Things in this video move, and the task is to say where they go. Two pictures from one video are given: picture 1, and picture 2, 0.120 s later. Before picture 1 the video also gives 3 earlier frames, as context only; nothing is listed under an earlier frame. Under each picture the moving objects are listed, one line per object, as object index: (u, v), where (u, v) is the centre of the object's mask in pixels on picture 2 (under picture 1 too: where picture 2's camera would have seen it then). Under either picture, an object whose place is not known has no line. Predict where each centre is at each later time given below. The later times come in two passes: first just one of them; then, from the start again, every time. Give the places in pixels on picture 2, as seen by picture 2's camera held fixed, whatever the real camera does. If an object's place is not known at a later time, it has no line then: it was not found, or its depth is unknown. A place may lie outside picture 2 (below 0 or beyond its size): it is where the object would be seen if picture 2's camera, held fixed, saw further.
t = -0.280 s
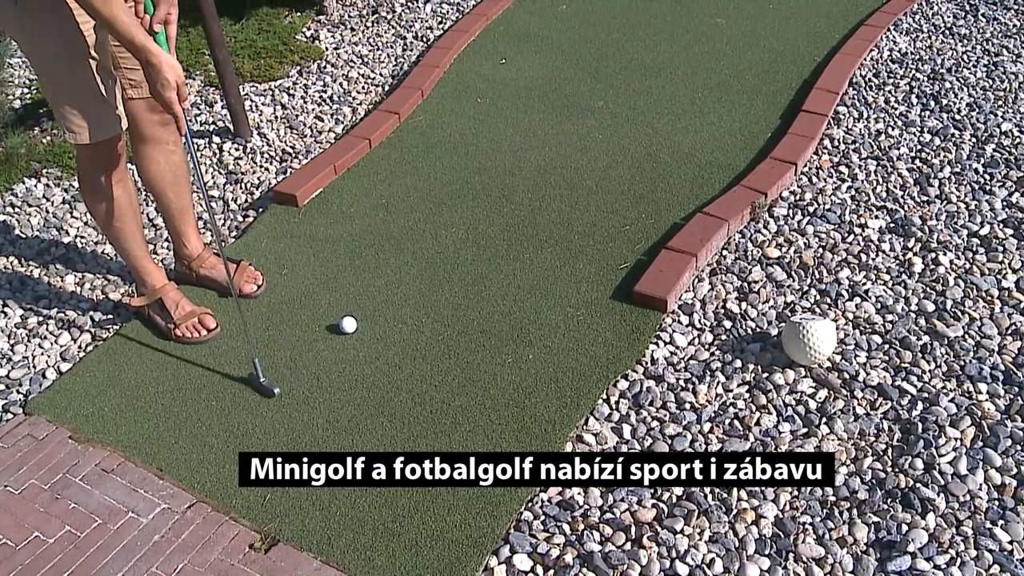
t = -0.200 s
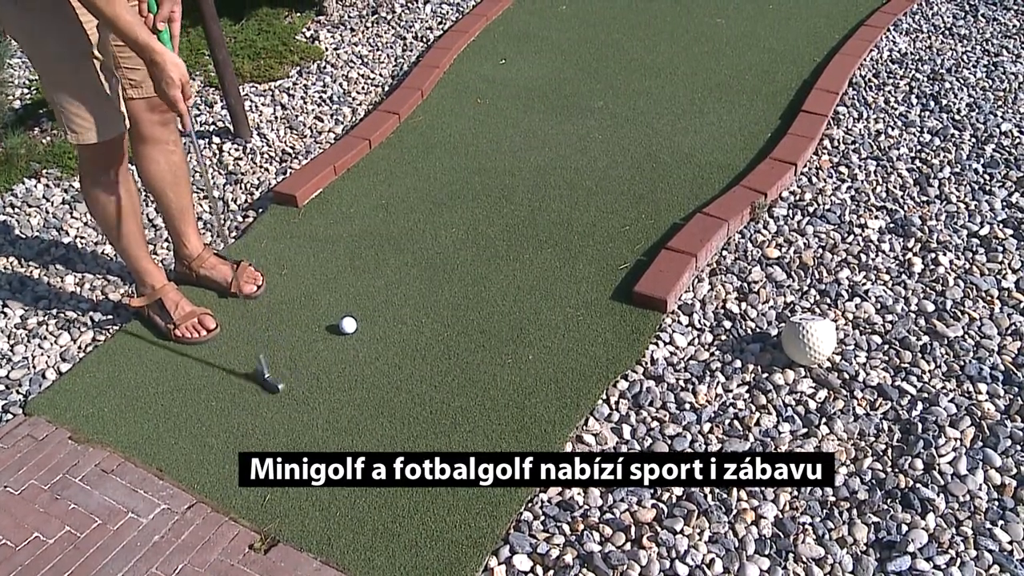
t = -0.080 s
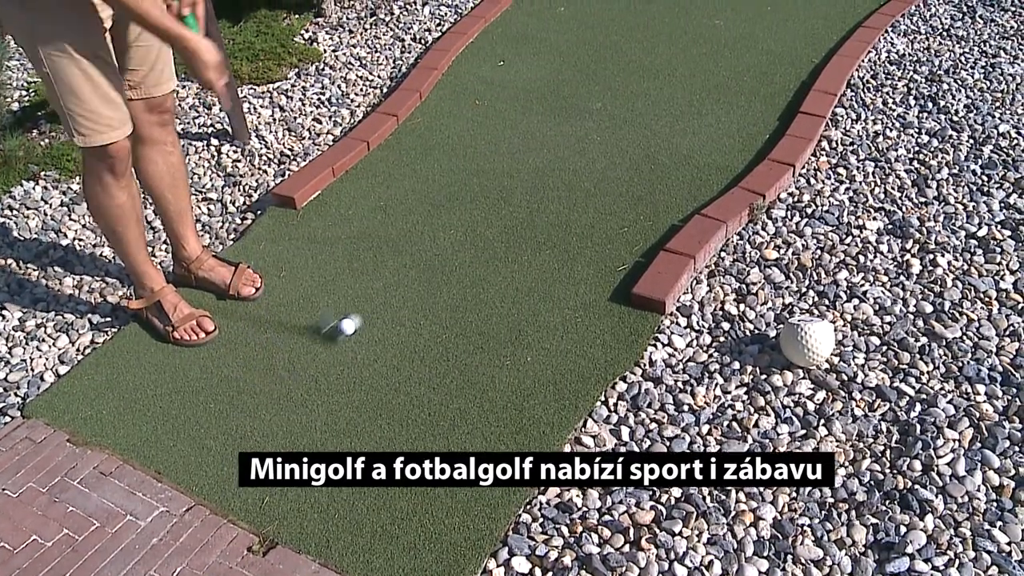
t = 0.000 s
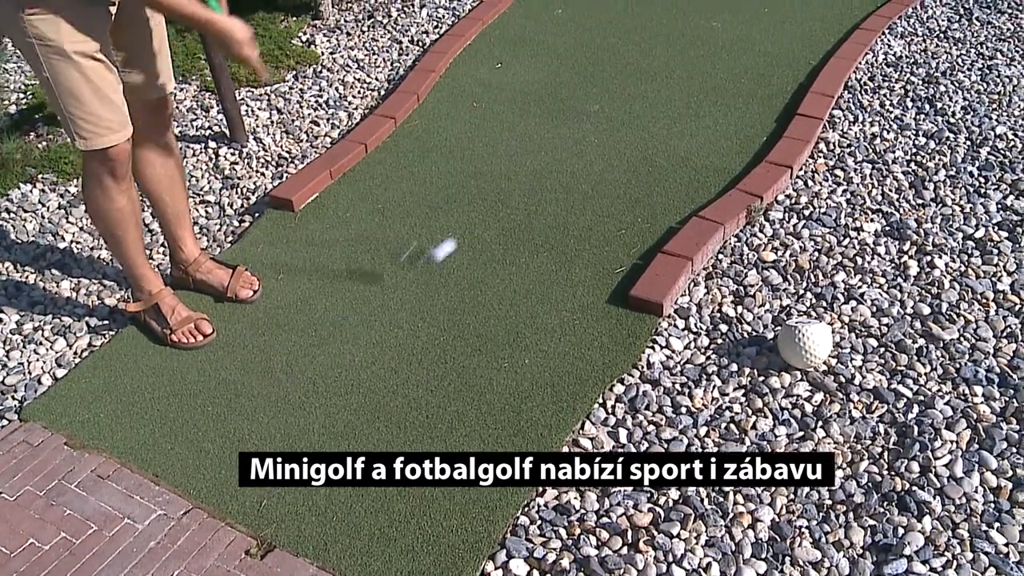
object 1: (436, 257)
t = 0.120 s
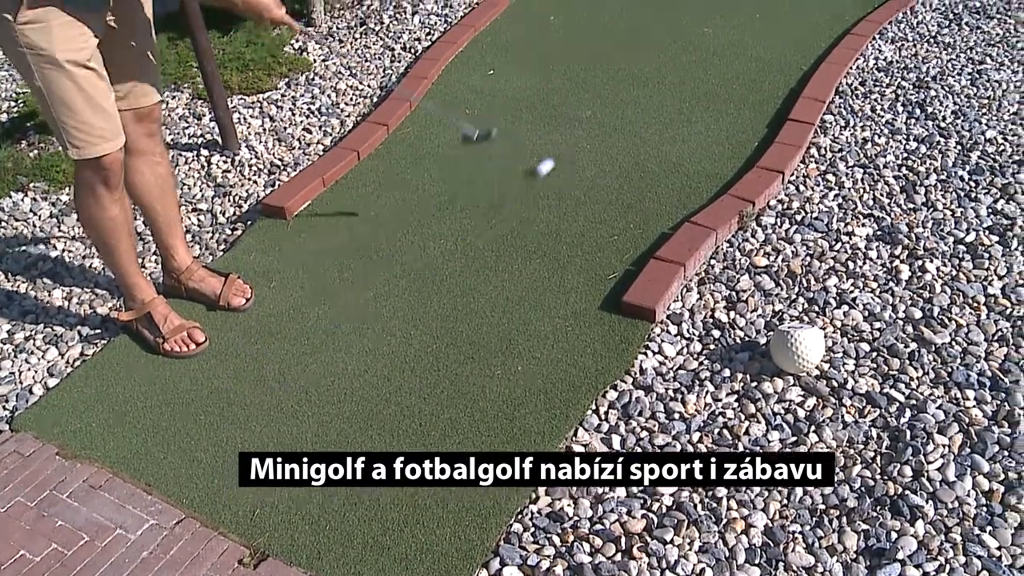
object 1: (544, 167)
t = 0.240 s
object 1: (620, 104)
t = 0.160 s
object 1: (572, 144)
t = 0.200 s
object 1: (598, 123)
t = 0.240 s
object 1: (620, 104)
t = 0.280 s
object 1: (640, 88)
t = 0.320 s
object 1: (657, 74)
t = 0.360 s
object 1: (673, 60)
